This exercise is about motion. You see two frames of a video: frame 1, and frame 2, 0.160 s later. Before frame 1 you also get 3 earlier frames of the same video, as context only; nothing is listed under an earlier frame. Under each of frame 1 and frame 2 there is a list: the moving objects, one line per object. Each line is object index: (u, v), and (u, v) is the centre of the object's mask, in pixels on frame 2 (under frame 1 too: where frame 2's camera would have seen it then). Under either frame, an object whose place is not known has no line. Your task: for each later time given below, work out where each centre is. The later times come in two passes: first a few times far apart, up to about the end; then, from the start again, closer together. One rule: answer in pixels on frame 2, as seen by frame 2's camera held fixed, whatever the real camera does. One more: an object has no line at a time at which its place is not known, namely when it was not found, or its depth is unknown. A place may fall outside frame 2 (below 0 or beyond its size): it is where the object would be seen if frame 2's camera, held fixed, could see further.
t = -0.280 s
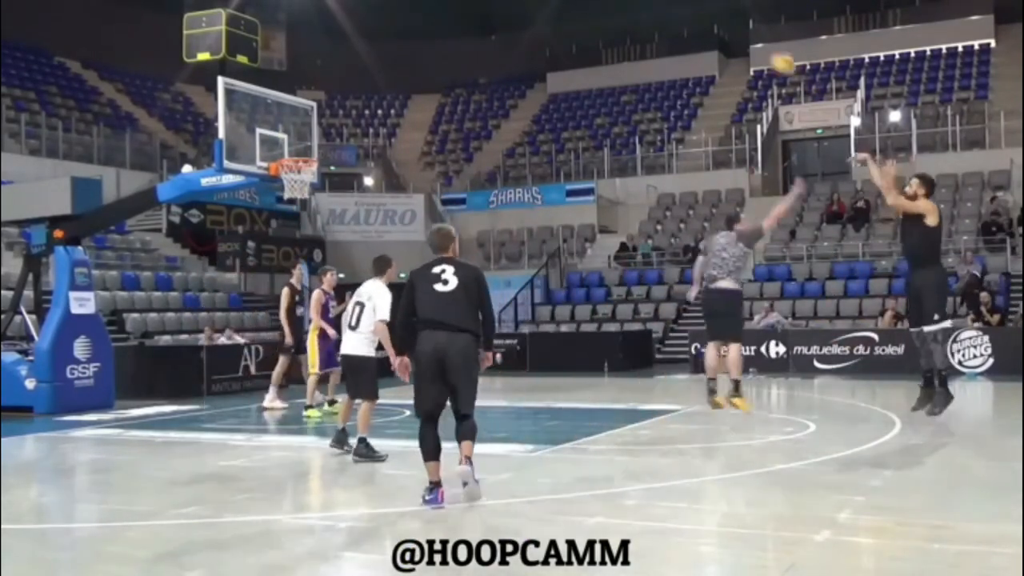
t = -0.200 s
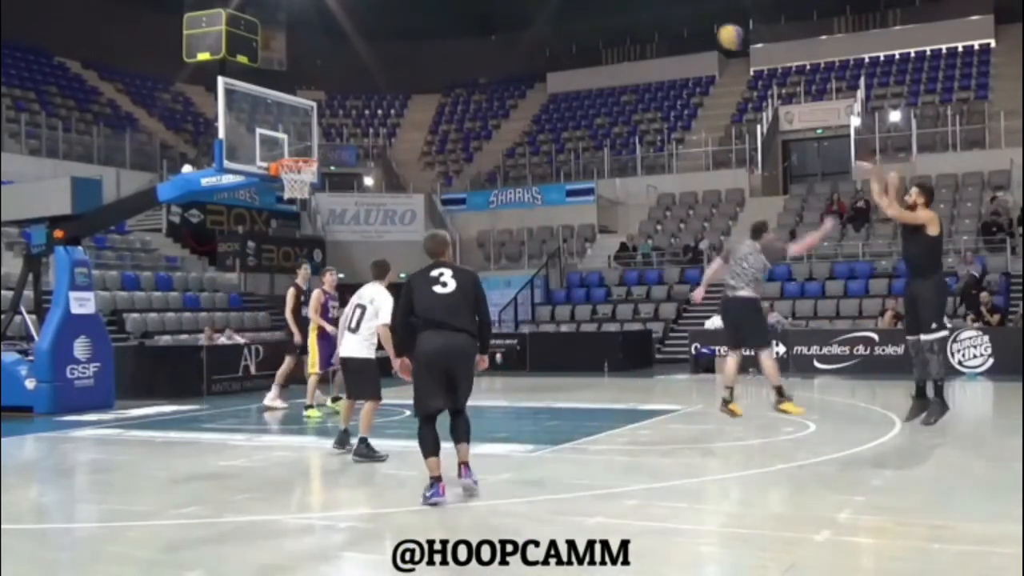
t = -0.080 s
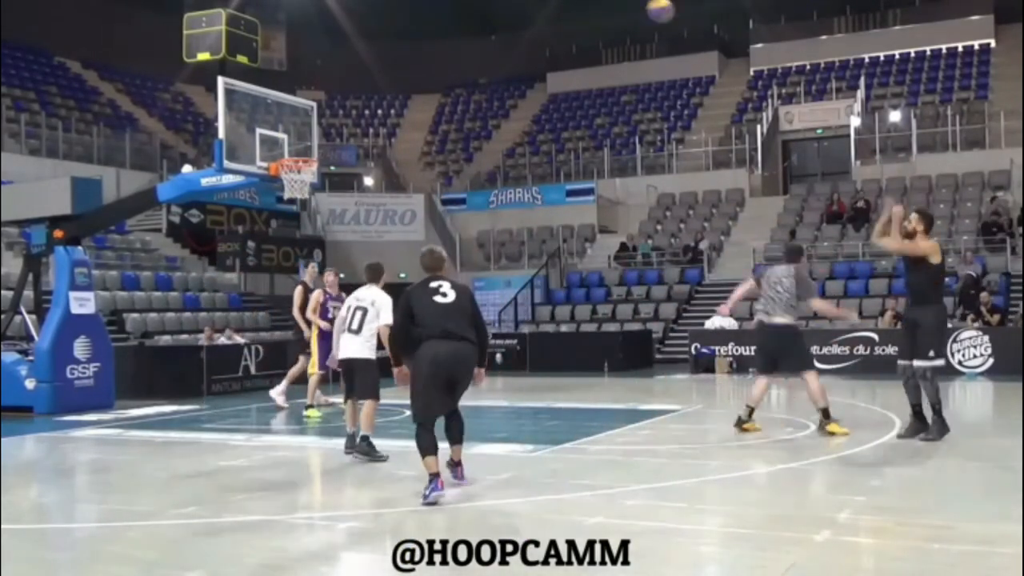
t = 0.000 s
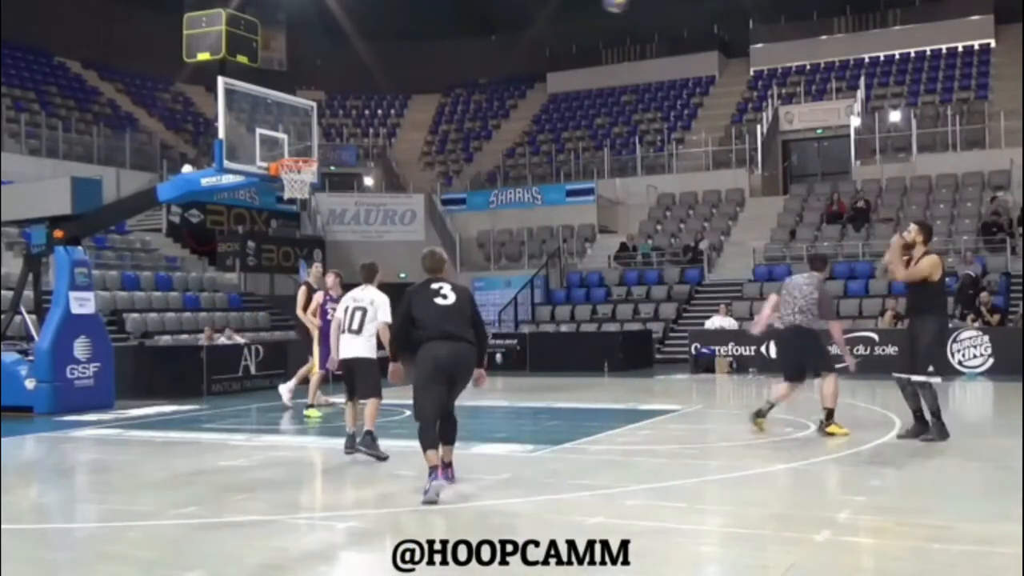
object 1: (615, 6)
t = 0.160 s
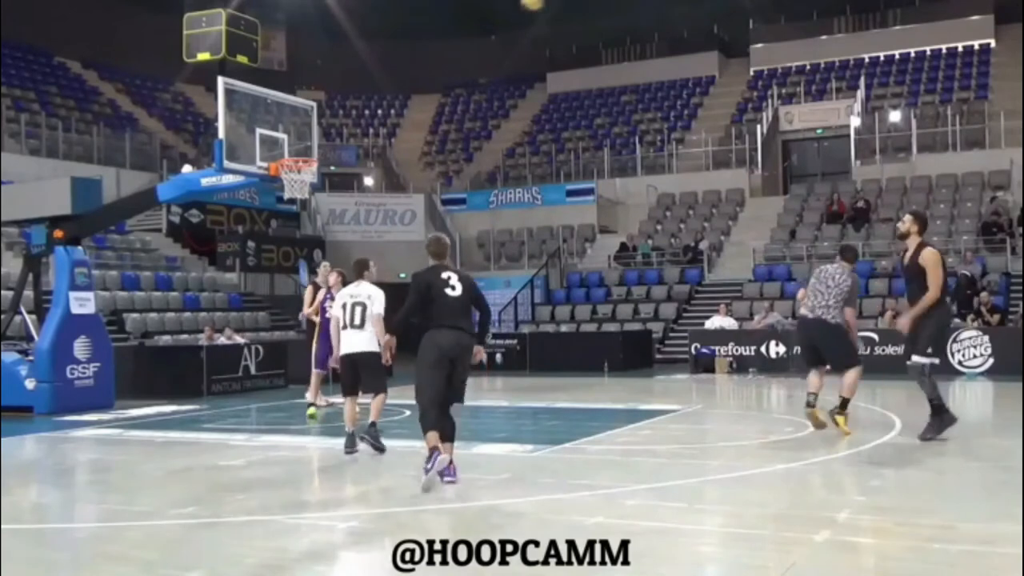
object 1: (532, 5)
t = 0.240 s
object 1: (493, 8)
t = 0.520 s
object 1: (372, 72)
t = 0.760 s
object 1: (298, 154)
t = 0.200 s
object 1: (512, 6)
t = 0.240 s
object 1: (493, 8)
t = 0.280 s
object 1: (475, 12)
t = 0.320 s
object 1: (457, 19)
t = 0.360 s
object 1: (439, 28)
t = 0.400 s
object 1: (422, 37)
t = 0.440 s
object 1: (405, 48)
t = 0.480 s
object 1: (389, 58)
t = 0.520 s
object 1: (372, 72)
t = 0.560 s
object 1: (355, 87)
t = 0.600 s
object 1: (340, 102)
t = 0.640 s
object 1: (325, 116)
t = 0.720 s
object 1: (297, 149)
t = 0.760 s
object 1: (298, 154)
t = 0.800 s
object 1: (300, 155)
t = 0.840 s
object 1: (292, 156)
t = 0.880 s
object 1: (302, 166)
